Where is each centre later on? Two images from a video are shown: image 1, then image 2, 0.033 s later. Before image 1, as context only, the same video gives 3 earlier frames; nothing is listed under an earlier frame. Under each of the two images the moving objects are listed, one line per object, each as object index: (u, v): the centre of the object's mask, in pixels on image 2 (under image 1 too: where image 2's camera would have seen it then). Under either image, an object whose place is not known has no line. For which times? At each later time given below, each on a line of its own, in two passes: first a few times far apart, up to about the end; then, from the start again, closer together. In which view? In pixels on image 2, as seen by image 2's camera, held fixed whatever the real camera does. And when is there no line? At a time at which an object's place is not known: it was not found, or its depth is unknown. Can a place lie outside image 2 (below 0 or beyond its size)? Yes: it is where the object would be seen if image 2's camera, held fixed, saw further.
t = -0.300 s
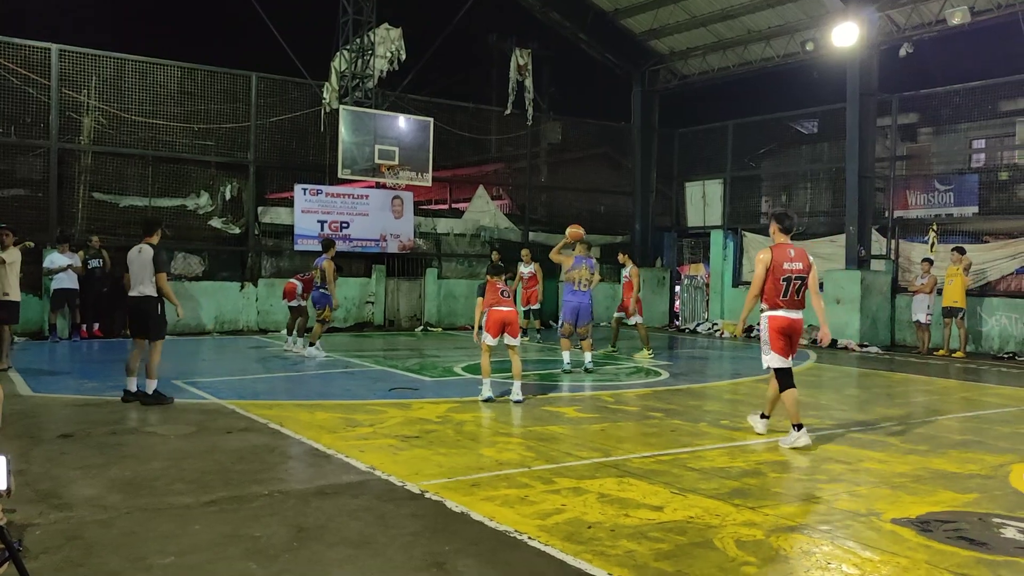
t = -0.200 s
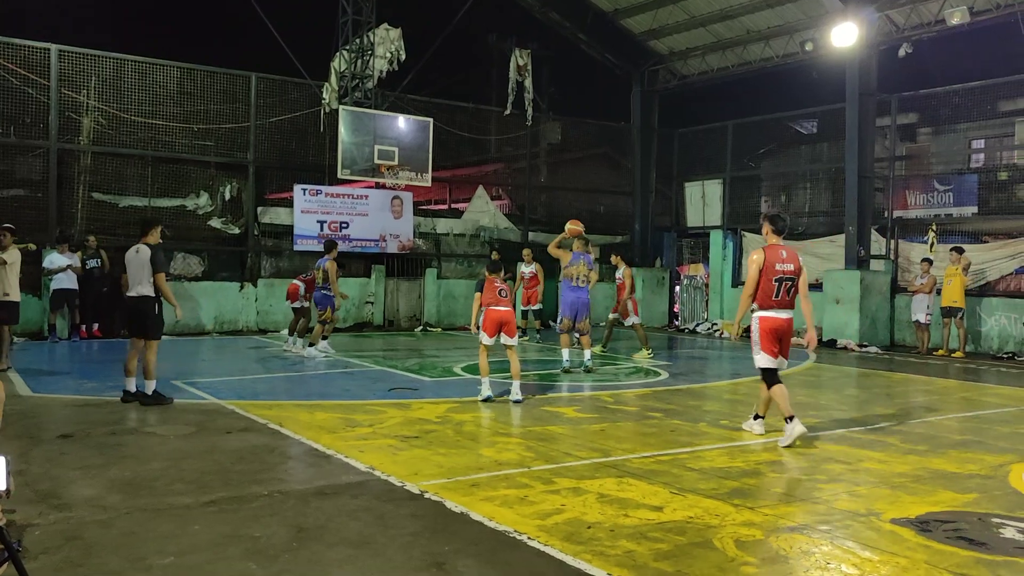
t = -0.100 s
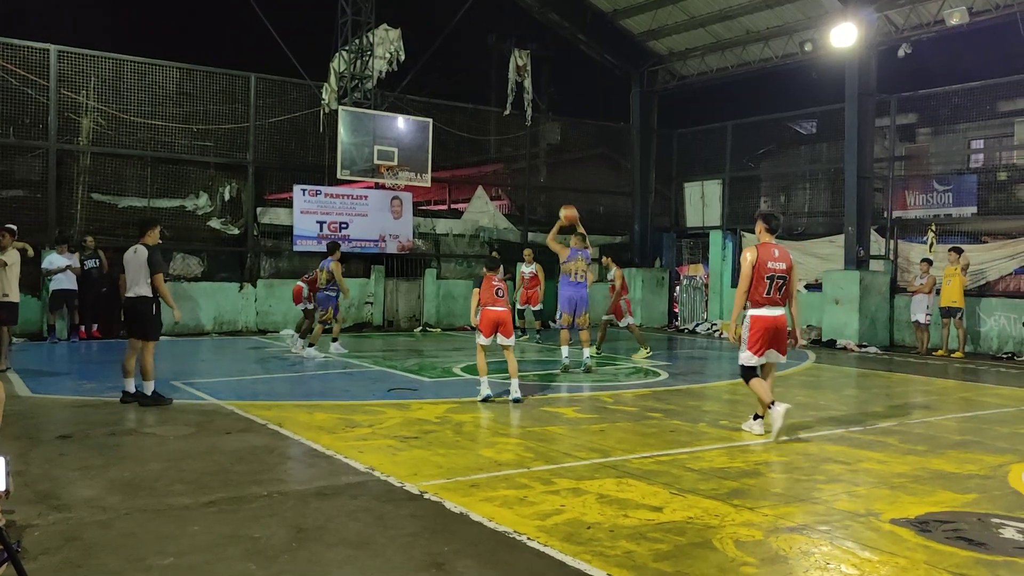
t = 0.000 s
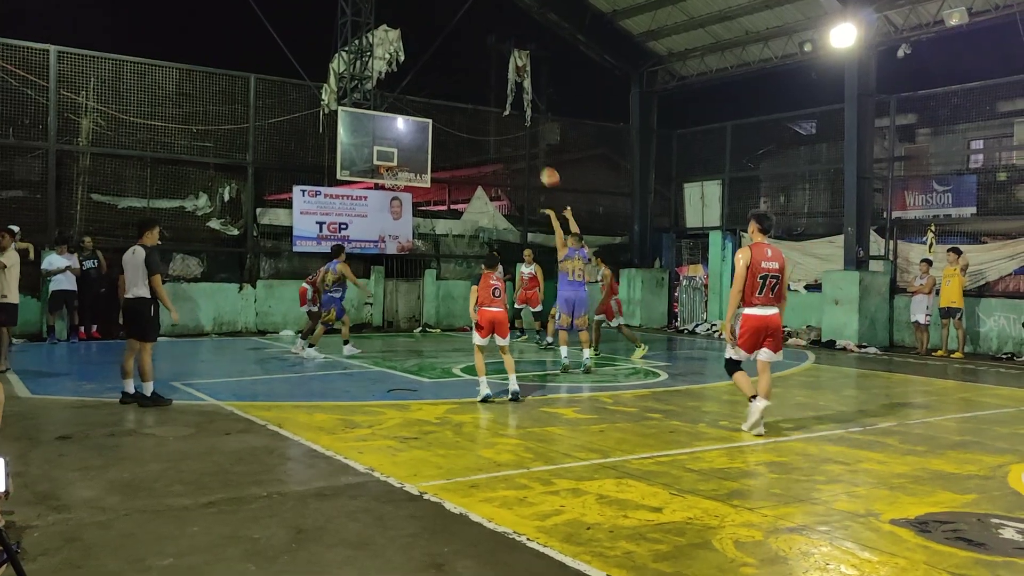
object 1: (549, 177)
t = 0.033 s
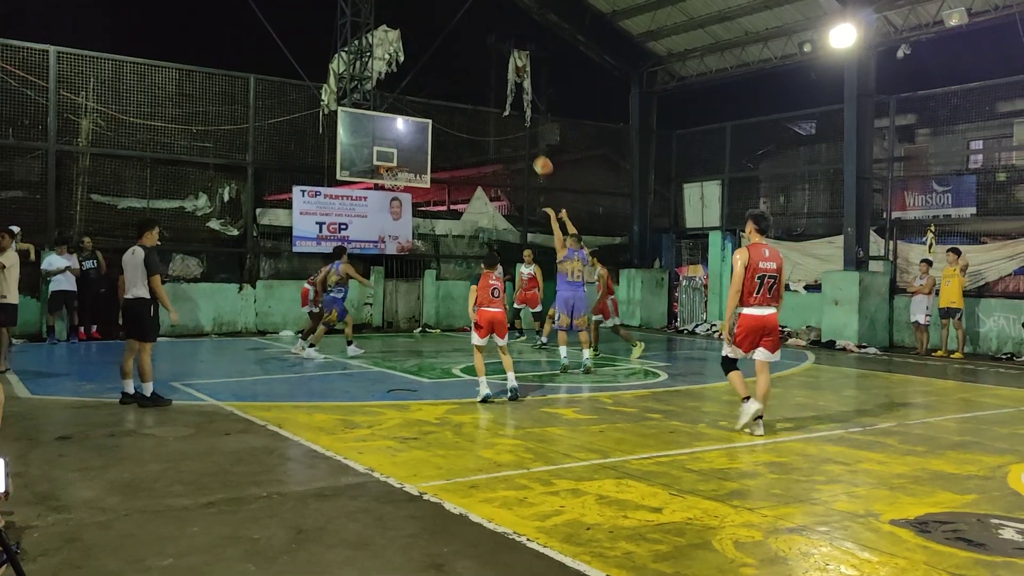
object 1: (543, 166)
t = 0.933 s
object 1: (403, 156)
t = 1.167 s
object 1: (372, 140)
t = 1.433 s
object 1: (338, 144)
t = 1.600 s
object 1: (315, 168)
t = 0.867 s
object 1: (410, 141)
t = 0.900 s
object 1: (406, 148)
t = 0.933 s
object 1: (403, 156)
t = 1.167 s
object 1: (372, 140)
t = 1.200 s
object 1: (369, 138)
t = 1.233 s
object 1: (365, 137)
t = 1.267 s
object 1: (360, 137)
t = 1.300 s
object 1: (356, 137)
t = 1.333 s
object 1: (351, 138)
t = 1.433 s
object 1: (338, 144)
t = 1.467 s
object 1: (333, 147)
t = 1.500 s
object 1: (328, 152)
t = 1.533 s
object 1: (324, 157)
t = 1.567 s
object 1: (319, 162)
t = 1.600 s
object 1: (315, 168)
